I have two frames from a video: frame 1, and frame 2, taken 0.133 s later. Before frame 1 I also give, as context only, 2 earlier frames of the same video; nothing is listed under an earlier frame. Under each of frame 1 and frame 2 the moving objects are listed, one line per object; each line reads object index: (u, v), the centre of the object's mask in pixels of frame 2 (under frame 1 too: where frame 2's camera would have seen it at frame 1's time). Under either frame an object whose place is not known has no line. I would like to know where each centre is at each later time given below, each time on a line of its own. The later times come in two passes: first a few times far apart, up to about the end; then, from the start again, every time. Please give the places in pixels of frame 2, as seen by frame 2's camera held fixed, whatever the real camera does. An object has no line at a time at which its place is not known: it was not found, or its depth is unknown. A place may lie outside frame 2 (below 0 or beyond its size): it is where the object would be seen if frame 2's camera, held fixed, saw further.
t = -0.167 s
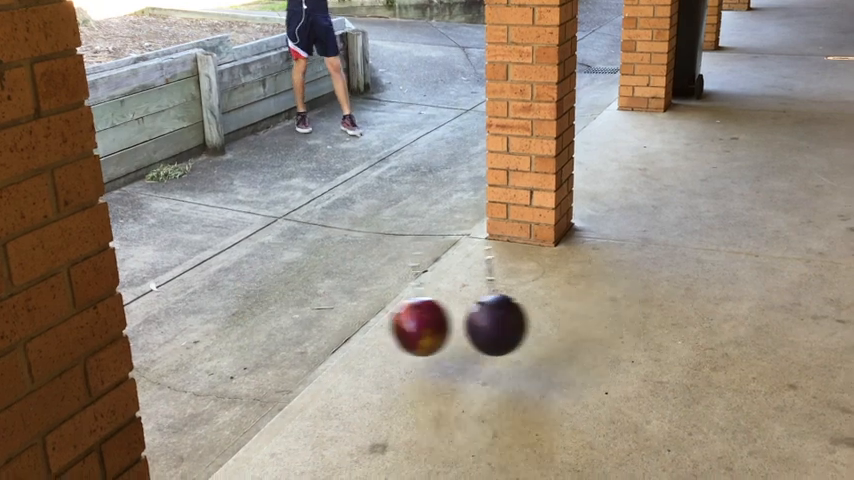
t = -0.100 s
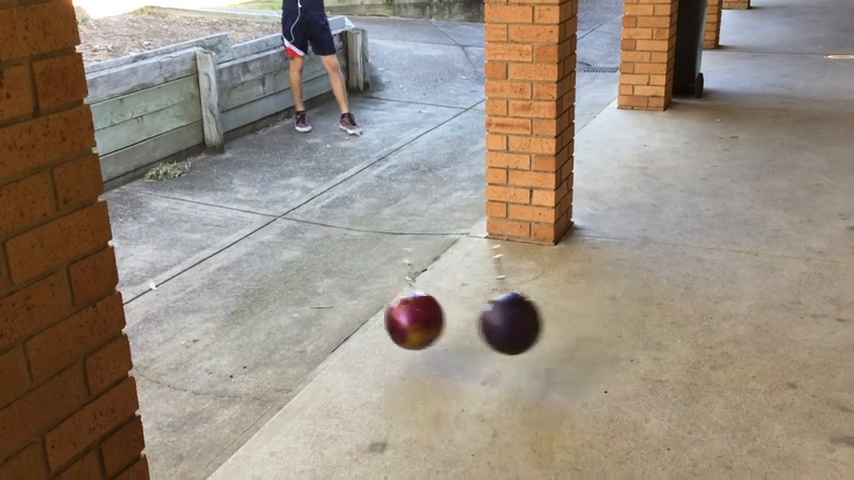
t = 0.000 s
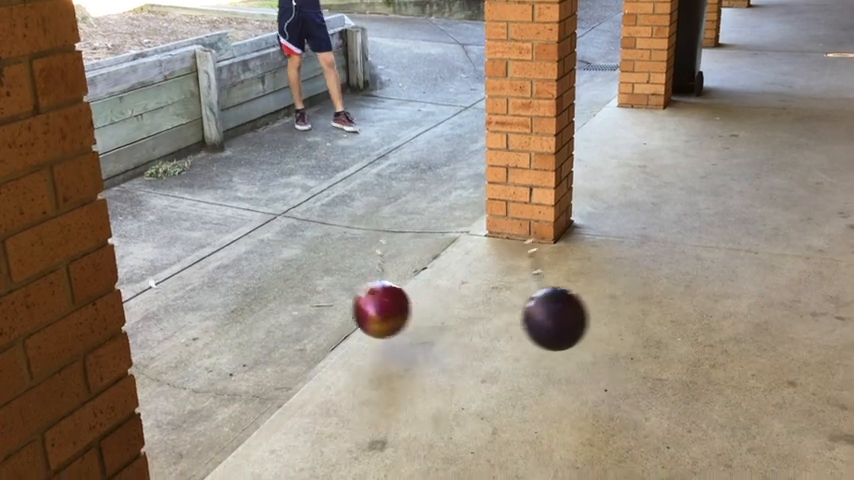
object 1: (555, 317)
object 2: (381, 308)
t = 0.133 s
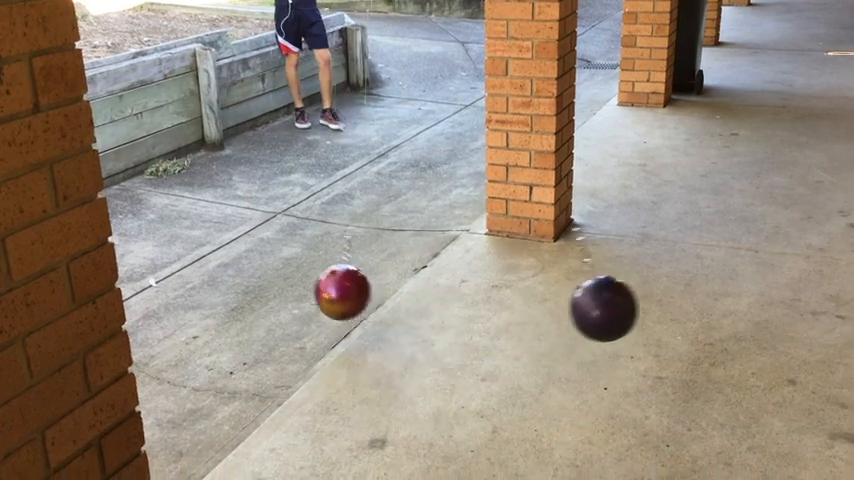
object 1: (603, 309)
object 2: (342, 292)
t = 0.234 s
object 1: (629, 302)
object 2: (318, 279)
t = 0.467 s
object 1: (642, 298)
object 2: (282, 256)
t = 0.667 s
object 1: (599, 308)
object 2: (277, 251)
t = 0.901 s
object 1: (502, 317)
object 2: (301, 265)
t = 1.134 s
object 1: (395, 308)
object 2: (347, 288)
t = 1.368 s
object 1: (435, 334)
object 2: (292, 249)
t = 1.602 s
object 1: (472, 347)
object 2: (267, 225)
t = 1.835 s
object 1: (492, 351)
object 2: (275, 230)
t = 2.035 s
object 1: (488, 349)
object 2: (307, 256)
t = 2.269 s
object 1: (463, 339)
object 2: (372, 296)
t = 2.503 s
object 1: (475, 342)
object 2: (412, 298)
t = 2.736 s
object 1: (524, 351)
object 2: (410, 269)
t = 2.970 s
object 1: (538, 352)
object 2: (407, 252)
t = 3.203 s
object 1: (513, 351)
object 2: (405, 252)
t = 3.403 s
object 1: (468, 342)
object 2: (404, 267)
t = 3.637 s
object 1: (411, 318)
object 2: (397, 282)
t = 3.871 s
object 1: (383, 341)
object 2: (381, 252)
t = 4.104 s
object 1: (359, 353)
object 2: (369, 230)
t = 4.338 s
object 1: (350, 354)
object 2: (366, 231)
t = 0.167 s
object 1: (613, 306)
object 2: (334, 288)
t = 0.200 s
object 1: (622, 304)
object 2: (326, 283)
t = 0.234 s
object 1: (629, 302)
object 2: (318, 279)
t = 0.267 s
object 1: (635, 301)
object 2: (311, 275)
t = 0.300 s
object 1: (639, 299)
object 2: (305, 271)
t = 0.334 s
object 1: (642, 298)
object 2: (299, 268)
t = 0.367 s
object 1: (645, 297)
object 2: (294, 264)
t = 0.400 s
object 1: (645, 297)
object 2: (290, 261)
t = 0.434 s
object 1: (644, 297)
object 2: (286, 258)
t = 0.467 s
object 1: (642, 298)
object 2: (282, 256)
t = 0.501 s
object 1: (637, 299)
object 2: (280, 254)
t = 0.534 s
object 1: (633, 300)
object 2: (278, 252)
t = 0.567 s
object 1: (626, 302)
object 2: (277, 251)
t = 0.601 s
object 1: (618, 303)
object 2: (276, 251)
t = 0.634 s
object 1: (609, 306)
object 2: (277, 251)
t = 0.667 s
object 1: (599, 308)
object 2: (277, 251)
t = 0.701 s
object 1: (588, 310)
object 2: (279, 251)
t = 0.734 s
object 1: (576, 312)
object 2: (281, 253)
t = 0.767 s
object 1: (562, 313)
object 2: (284, 254)
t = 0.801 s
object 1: (548, 315)
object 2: (288, 256)
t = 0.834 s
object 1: (534, 316)
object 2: (292, 259)
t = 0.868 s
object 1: (519, 317)
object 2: (296, 261)
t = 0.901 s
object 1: (502, 317)
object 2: (301, 265)
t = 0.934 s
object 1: (486, 317)
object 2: (307, 268)
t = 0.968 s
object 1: (471, 317)
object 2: (313, 272)
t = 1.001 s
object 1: (454, 316)
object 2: (320, 275)
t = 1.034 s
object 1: (437, 314)
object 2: (327, 279)
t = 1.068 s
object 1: (421, 312)
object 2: (335, 283)
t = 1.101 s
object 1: (405, 309)
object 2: (344, 287)
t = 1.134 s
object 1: (395, 308)
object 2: (347, 288)
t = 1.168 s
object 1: (400, 312)
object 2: (338, 282)
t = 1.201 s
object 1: (406, 316)
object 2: (329, 276)
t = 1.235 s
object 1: (412, 320)
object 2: (320, 272)
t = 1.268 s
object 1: (418, 324)
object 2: (313, 265)
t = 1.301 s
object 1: (424, 327)
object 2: (305, 260)
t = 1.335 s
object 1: (430, 331)
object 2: (298, 255)
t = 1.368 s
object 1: (435, 334)
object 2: (292, 249)
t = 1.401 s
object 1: (441, 336)
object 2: (286, 244)
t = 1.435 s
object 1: (447, 339)
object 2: (281, 240)
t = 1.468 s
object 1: (453, 341)
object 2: (277, 236)
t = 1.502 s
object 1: (458, 343)
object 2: (273, 232)
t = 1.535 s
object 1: (463, 344)
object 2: (271, 229)
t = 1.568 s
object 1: (468, 346)
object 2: (268, 227)
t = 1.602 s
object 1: (472, 347)
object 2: (267, 225)
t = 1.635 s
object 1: (476, 348)
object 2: (266, 224)
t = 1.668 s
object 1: (480, 349)
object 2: (266, 224)
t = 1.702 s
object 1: (484, 349)
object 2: (266, 224)
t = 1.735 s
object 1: (487, 350)
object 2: (268, 225)
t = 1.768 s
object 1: (489, 350)
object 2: (269, 226)
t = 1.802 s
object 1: (491, 351)
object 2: (272, 228)
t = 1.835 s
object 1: (492, 351)
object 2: (275, 230)
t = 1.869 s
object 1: (493, 350)
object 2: (279, 234)
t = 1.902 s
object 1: (493, 350)
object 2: (283, 238)
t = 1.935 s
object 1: (492, 350)
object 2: (288, 242)
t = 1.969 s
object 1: (492, 350)
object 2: (294, 246)
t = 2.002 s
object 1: (490, 349)
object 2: (300, 251)
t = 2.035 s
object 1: (488, 349)
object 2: (307, 256)
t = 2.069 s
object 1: (486, 348)
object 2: (315, 262)
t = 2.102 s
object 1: (483, 347)
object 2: (323, 268)
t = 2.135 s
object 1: (480, 346)
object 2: (331, 274)
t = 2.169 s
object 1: (476, 344)
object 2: (341, 279)
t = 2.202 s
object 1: (472, 343)
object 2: (351, 286)
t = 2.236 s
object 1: (467, 341)
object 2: (361, 291)
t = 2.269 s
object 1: (463, 339)
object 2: (372, 296)
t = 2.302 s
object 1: (458, 337)
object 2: (384, 302)
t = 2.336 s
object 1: (452, 334)
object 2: (395, 307)
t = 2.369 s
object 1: (447, 331)
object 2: (403, 310)
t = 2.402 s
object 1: (450, 332)
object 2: (408, 310)
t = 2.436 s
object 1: (458, 336)
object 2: (411, 306)
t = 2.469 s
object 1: (467, 339)
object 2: (413, 303)
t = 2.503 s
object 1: (475, 342)
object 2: (412, 298)
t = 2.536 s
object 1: (483, 344)
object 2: (412, 294)
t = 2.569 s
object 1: (491, 346)
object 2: (412, 290)
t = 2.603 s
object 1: (499, 348)
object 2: (411, 285)
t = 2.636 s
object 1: (506, 349)
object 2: (411, 281)
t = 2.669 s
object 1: (512, 350)
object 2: (410, 277)
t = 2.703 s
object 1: (519, 351)
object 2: (411, 273)
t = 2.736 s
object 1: (524, 351)
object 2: (410, 269)
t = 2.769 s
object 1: (528, 352)
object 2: (410, 266)
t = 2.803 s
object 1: (532, 352)
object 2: (409, 263)
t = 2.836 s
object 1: (535, 352)
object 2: (409, 259)
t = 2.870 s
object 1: (537, 352)
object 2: (408, 257)
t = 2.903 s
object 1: (538, 352)
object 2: (408, 255)
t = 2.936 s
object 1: (539, 352)
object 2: (407, 253)
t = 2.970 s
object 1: (538, 352)
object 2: (407, 252)
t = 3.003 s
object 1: (537, 352)
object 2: (406, 251)
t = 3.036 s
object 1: (535, 353)
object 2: (406, 250)
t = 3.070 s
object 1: (532, 352)
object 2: (406, 250)
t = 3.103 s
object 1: (529, 352)
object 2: (406, 250)
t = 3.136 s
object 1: (524, 352)
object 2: (405, 250)
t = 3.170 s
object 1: (519, 352)
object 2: (405, 251)
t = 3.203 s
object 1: (513, 351)
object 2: (405, 252)
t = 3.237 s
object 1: (507, 351)
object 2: (404, 254)
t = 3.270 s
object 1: (501, 350)
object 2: (404, 256)
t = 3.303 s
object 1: (493, 348)
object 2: (404, 258)
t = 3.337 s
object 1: (486, 347)
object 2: (404, 261)
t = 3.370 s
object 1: (477, 345)
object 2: (404, 264)
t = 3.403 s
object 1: (468, 342)
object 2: (404, 267)
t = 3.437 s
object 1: (460, 339)
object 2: (404, 270)
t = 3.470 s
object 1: (451, 336)
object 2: (404, 275)
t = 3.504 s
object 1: (443, 333)
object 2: (403, 279)
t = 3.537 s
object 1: (434, 328)
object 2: (402, 282)
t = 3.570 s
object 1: (425, 324)
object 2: (400, 283)
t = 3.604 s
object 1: (417, 319)
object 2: (398, 283)
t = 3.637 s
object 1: (411, 318)
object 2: (397, 282)
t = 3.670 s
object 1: (407, 322)
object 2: (396, 279)
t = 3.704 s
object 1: (402, 326)
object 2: (393, 276)
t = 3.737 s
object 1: (399, 329)
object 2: (391, 273)
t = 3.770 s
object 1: (394, 333)
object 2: (388, 267)
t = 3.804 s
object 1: (390, 336)
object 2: (385, 262)
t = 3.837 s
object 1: (386, 339)
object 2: (383, 257)
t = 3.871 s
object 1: (383, 341)
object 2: (381, 252)
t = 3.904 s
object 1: (379, 344)
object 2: (379, 248)
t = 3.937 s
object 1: (375, 346)
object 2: (376, 244)
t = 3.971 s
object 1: (372, 348)
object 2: (375, 240)
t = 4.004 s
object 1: (368, 349)
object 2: (373, 237)
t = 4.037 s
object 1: (365, 350)
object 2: (372, 234)
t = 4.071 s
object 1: (362, 352)
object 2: (370, 232)
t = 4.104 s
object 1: (359, 353)
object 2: (369, 230)
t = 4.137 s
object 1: (357, 354)
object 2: (368, 228)
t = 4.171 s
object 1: (355, 354)
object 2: (367, 227)
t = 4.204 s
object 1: (353, 355)
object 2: (366, 227)
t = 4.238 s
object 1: (352, 355)
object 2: (366, 227)
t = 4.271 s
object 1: (350, 355)
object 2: (366, 228)
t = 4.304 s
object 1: (350, 355)
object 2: (366, 229)
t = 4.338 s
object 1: (350, 354)
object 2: (366, 231)
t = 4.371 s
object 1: (350, 354)
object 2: (366, 234)
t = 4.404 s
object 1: (350, 354)
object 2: (367, 236)
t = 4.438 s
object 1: (351, 353)
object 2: (367, 240)
